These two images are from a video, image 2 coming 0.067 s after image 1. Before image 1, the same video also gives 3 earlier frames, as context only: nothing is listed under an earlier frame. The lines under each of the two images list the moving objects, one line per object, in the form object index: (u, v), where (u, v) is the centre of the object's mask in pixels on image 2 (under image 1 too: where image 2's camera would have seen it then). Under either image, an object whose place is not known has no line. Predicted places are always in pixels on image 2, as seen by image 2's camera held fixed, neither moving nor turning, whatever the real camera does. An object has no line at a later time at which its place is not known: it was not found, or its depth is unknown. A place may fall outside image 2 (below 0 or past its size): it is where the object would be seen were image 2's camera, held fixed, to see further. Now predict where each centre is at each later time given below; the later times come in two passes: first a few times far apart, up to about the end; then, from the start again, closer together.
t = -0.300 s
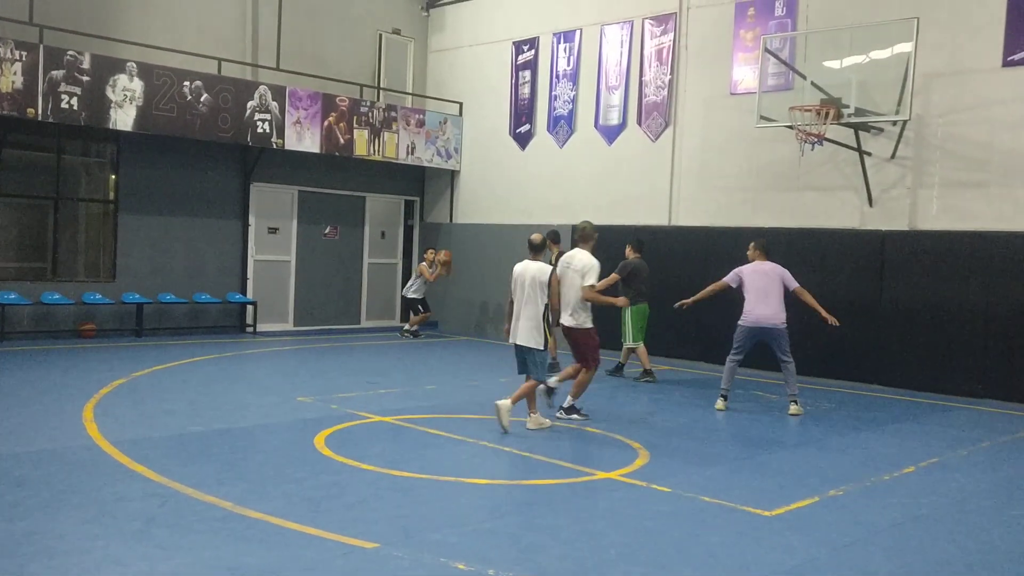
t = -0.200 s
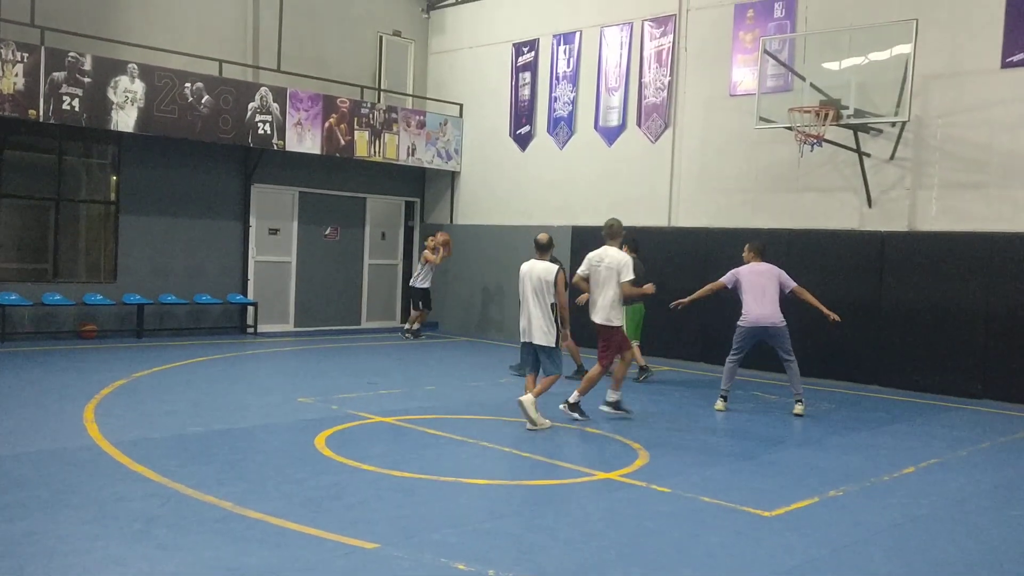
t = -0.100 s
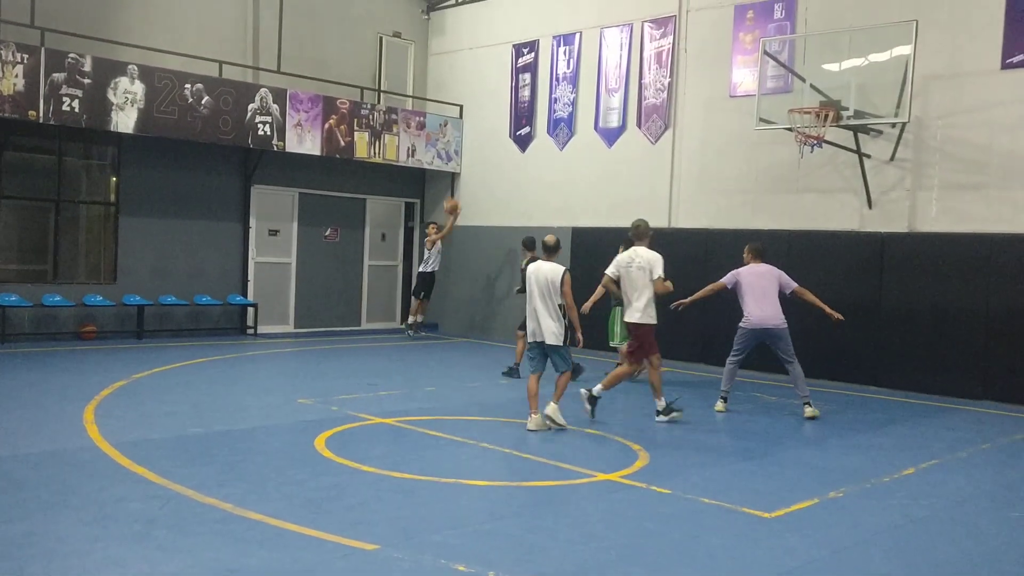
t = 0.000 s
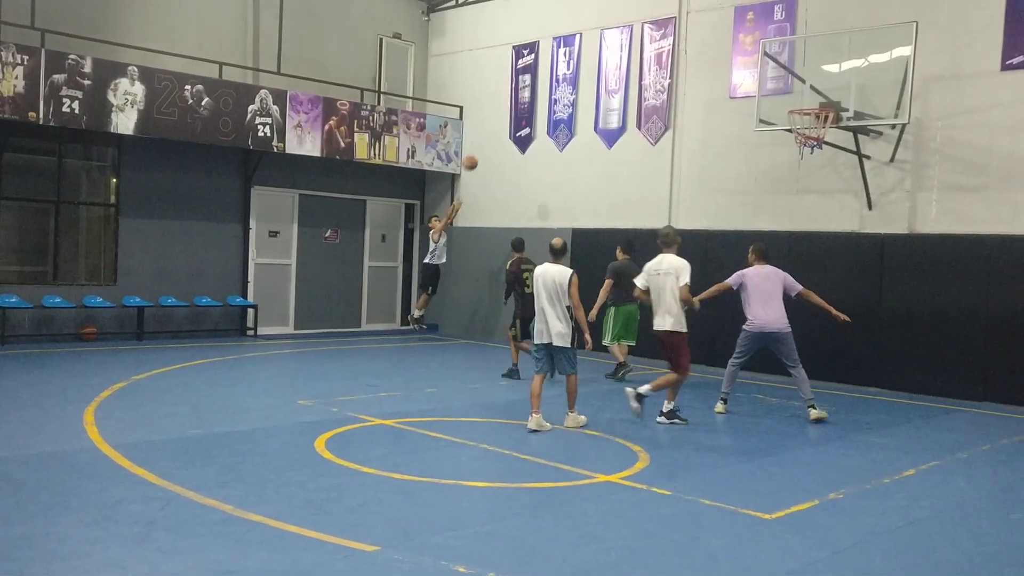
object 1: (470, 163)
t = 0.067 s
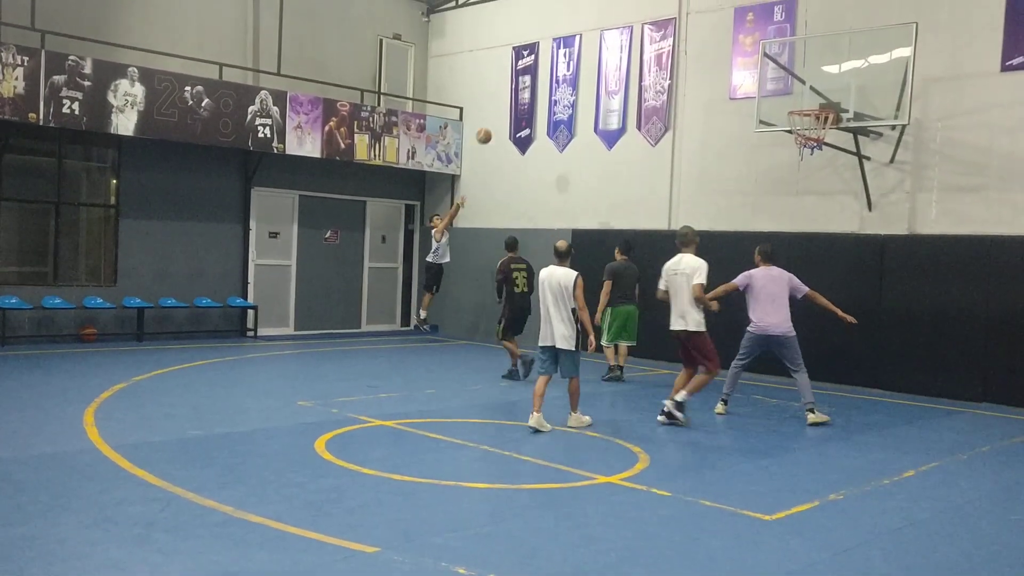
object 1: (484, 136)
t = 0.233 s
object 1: (519, 76)
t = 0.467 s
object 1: (572, 15)
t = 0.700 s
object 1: (629, -11)
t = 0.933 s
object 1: (691, 1)
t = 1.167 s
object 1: (762, 67)
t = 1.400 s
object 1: (769, 103)
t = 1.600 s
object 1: (739, 135)
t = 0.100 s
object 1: (490, 124)
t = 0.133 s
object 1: (497, 111)
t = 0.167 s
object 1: (504, 99)
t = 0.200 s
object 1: (512, 87)
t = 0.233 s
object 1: (519, 76)
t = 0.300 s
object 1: (535, 55)
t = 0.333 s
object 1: (542, 46)
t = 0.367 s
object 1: (549, 37)
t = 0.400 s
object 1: (557, 29)
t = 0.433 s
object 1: (564, 21)
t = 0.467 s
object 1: (572, 15)
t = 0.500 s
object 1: (580, 8)
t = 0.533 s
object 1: (587, 3)
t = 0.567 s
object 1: (596, -2)
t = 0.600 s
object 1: (604, -5)
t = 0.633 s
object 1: (612, -8)
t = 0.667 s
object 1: (621, -10)
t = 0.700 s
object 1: (629, -11)
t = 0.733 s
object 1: (638, -12)
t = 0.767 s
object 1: (647, -12)
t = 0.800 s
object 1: (656, -12)
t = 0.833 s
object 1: (664, -11)
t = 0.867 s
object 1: (673, -8)
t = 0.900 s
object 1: (682, -4)
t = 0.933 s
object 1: (691, 1)
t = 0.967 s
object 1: (701, 7)
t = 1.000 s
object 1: (711, 14)
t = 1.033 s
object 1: (720, 22)
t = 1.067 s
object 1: (731, 32)
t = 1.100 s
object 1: (740, 42)
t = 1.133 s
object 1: (750, 53)
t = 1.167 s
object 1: (762, 67)
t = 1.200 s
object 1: (772, 79)
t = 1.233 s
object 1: (783, 95)
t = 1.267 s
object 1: (786, 103)
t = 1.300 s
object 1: (782, 101)
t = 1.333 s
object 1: (778, 101)
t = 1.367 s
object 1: (774, 101)
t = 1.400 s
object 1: (769, 103)
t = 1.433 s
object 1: (764, 105)
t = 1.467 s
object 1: (760, 108)
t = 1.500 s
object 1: (755, 113)
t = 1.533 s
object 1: (749, 119)
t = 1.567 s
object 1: (744, 126)
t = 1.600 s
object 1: (739, 135)
